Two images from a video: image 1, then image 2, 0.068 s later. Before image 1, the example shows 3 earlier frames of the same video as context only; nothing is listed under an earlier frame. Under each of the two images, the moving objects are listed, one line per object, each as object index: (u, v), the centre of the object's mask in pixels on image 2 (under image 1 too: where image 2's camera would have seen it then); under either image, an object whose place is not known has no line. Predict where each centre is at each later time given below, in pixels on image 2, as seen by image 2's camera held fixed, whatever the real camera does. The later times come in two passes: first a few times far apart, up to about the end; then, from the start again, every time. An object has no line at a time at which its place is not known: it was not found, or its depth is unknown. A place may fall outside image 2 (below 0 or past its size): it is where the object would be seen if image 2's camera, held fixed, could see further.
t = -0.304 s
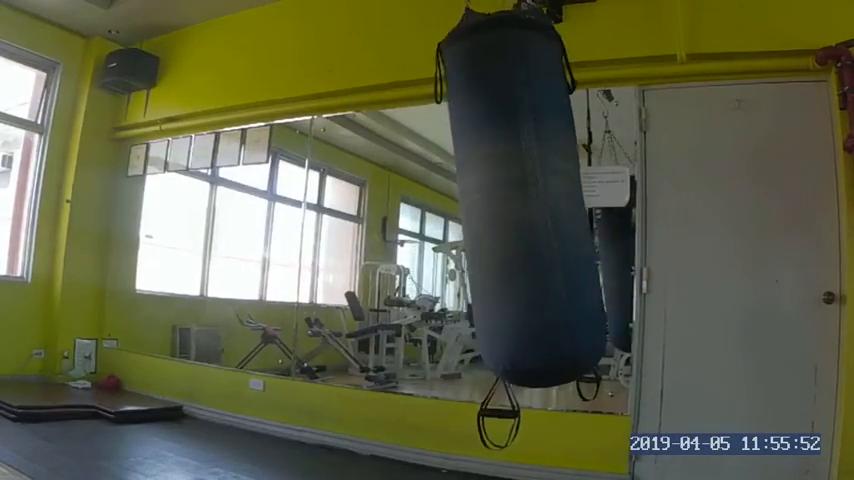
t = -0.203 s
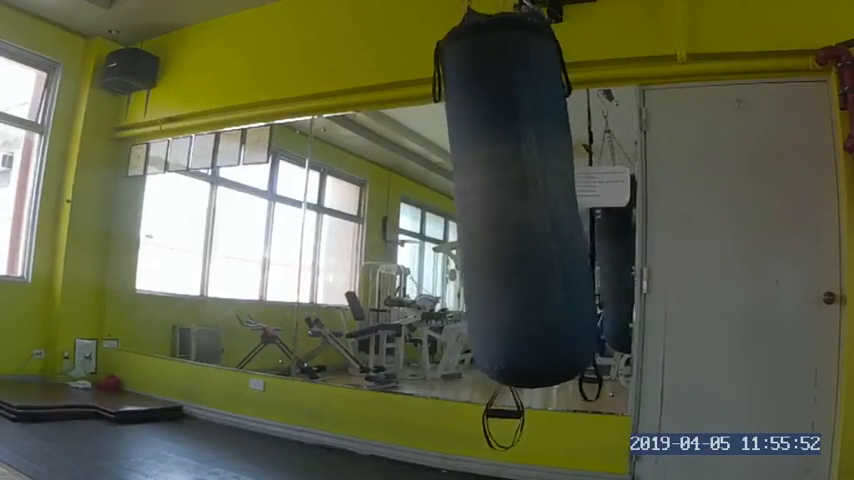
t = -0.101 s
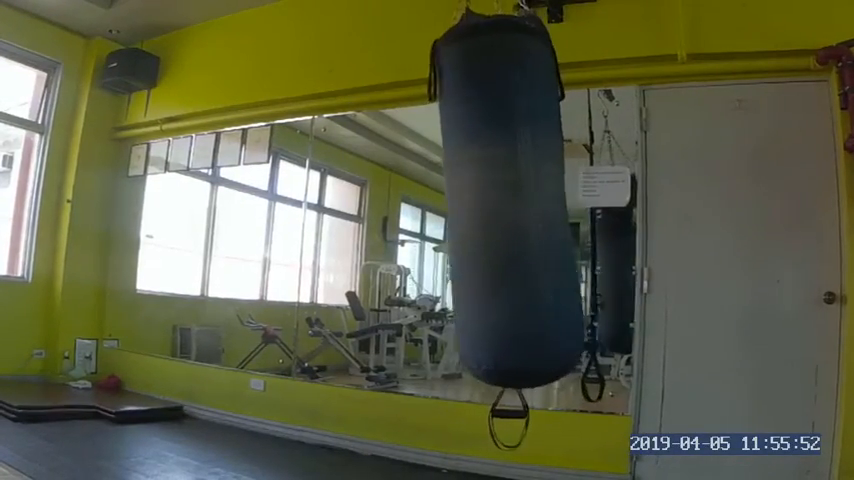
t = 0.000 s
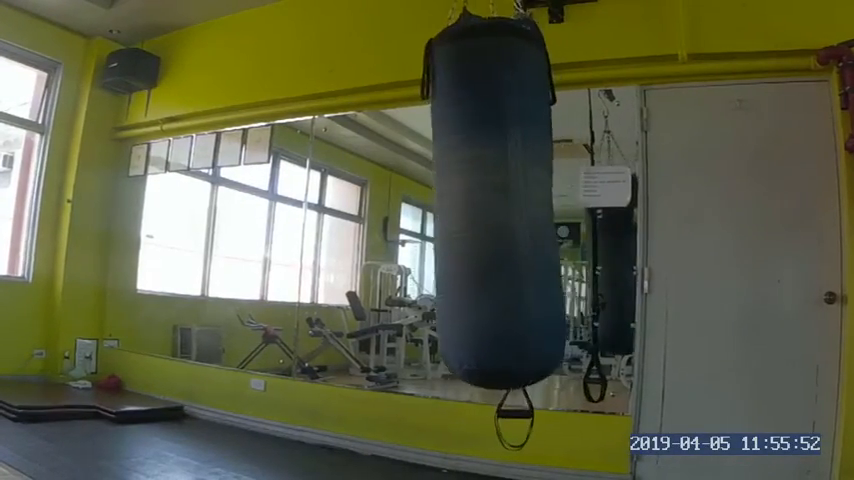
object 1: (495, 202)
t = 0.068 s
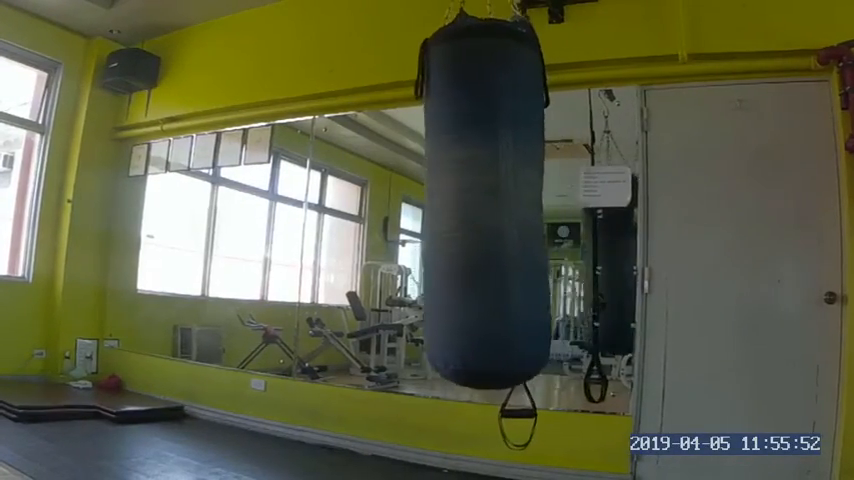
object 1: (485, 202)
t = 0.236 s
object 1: (458, 201)
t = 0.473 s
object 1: (422, 196)
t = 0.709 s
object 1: (401, 192)
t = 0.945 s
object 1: (403, 192)
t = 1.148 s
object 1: (424, 196)
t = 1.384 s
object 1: (461, 199)
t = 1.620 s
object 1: (498, 200)
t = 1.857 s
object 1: (518, 199)
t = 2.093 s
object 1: (514, 201)
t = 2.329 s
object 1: (489, 203)
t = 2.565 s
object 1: (455, 201)
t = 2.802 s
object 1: (422, 199)
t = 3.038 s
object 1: (404, 196)
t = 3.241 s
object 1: (406, 196)
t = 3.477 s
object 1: (428, 199)
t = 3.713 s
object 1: (461, 201)
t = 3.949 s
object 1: (496, 200)
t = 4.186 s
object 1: (513, 198)
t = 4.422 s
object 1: (508, 200)
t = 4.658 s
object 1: (483, 202)
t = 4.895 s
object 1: (454, 200)
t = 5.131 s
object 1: (424, 198)
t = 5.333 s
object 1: (411, 196)
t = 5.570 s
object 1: (414, 196)
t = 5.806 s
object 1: (435, 198)
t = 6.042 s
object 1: (468, 199)
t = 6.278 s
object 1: (497, 198)
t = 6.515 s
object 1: (509, 198)
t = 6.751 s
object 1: (501, 199)
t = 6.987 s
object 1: (476, 201)
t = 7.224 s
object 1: (449, 200)
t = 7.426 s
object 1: (426, 198)
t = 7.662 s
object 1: (414, 196)
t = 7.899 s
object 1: (419, 197)
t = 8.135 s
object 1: (442, 199)
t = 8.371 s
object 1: (473, 200)
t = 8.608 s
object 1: (499, 200)
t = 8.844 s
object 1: (507, 199)
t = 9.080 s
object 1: (495, 202)
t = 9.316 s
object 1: (470, 203)
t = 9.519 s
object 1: (449, 201)
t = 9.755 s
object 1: (425, 199)
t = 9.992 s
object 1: (418, 197)
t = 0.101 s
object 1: (479, 203)
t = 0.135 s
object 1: (474, 202)
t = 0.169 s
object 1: (469, 203)
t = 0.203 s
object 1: (464, 202)
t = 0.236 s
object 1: (458, 201)
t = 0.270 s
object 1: (452, 201)
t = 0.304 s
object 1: (446, 201)
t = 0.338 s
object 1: (441, 199)
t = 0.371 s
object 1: (436, 199)
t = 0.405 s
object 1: (431, 197)
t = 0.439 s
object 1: (427, 196)
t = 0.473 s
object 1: (422, 196)
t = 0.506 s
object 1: (418, 195)
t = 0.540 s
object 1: (414, 195)
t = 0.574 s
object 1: (410, 195)
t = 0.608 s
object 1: (407, 195)
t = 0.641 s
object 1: (405, 194)
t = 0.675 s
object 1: (403, 192)
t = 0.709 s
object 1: (401, 192)
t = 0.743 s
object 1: (400, 192)
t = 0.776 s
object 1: (399, 192)
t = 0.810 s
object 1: (399, 192)
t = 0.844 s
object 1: (399, 192)
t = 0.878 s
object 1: (400, 192)
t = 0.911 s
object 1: (401, 192)
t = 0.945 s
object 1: (403, 192)
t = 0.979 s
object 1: (405, 193)
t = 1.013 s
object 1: (408, 194)
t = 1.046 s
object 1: (411, 194)
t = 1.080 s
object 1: (415, 195)
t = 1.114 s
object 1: (419, 196)
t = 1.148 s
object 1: (424, 196)
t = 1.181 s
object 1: (429, 197)
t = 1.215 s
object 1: (434, 198)
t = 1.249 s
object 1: (439, 198)
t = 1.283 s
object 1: (445, 198)
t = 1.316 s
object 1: (451, 198)
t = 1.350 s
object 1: (455, 200)
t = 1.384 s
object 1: (461, 199)
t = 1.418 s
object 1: (466, 200)
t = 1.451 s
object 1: (472, 200)
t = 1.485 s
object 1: (478, 200)
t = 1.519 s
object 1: (484, 199)
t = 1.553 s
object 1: (488, 200)
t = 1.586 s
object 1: (492, 200)
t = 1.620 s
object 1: (498, 200)
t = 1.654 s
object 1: (503, 200)
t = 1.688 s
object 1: (505, 200)
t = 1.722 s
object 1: (509, 199)
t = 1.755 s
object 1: (512, 199)
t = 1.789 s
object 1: (514, 199)
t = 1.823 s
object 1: (517, 199)
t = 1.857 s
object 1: (518, 199)
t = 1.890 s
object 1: (519, 199)
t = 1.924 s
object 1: (519, 200)
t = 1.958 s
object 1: (519, 200)
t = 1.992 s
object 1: (519, 199)
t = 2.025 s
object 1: (518, 200)
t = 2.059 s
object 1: (516, 200)
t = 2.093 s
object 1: (514, 201)
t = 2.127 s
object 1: (512, 201)
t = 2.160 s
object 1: (510, 201)
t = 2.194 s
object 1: (506, 201)
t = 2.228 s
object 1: (503, 201)
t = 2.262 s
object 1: (498, 202)
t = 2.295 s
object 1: (493, 202)
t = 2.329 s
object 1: (489, 203)
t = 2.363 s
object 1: (484, 203)
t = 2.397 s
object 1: (479, 203)
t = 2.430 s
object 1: (474, 203)
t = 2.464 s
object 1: (469, 203)
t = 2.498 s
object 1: (464, 203)
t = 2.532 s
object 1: (460, 203)
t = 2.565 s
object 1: (455, 201)
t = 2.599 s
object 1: (449, 202)
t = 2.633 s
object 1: (444, 202)
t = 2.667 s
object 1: (439, 201)
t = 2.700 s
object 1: (435, 201)
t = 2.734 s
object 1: (431, 200)
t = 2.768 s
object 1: (426, 199)
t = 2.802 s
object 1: (422, 199)
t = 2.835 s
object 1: (419, 198)
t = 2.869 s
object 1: (415, 198)
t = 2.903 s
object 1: (412, 197)
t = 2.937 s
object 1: (410, 197)
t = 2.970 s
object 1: (408, 196)
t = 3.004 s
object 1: (406, 196)
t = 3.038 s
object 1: (404, 196)
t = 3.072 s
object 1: (404, 195)
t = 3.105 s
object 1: (404, 195)
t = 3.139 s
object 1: (404, 195)
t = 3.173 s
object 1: (404, 196)
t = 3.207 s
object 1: (405, 196)
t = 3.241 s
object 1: (406, 196)
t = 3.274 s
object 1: (408, 196)
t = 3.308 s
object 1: (410, 197)
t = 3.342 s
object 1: (413, 197)
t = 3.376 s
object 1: (416, 197)
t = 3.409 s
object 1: (420, 197)
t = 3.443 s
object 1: (424, 198)
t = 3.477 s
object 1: (428, 199)
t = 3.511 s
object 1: (432, 199)
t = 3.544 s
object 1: (436, 199)
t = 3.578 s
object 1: (441, 200)
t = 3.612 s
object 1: (446, 200)
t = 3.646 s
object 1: (452, 199)
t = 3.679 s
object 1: (457, 201)
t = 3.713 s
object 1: (461, 201)
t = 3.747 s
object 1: (467, 201)
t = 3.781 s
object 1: (473, 201)
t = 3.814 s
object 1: (478, 201)
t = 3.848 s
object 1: (482, 200)
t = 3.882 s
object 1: (486, 200)
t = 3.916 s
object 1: (491, 199)
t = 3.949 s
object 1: (496, 200)
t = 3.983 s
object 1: (500, 199)
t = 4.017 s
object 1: (503, 199)
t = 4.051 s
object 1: (505, 199)
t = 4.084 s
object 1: (507, 199)
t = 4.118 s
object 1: (510, 198)
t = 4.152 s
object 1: (512, 198)
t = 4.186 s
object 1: (513, 198)
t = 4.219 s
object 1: (513, 198)
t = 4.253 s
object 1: (513, 198)
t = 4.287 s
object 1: (513, 198)
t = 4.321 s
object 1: (513, 199)
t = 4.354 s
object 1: (511, 199)
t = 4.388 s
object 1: (510, 199)
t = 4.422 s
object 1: (508, 200)
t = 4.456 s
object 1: (506, 200)
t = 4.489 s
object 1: (503, 200)
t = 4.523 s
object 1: (499, 200)
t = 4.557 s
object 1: (495, 201)
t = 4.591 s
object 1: (492, 201)
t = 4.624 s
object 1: (488, 201)
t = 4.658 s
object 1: (483, 202)
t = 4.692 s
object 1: (480, 200)
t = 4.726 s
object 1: (475, 201)
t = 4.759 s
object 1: (471, 201)
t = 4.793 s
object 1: (465, 202)
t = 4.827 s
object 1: (461, 201)
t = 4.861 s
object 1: (458, 202)
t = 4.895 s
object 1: (454, 200)
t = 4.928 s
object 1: (447, 201)
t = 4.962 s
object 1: (443, 200)
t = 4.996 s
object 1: (439, 200)
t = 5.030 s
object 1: (435, 200)
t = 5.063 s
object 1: (431, 199)
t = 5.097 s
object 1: (428, 199)
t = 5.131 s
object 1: (424, 198)
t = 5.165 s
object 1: (421, 198)
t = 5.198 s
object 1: (418, 197)
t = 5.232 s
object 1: (416, 197)
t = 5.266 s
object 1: (414, 196)
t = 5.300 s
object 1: (413, 196)
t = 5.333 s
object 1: (411, 196)
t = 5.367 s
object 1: (410, 196)
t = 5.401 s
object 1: (411, 195)
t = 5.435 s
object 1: (411, 195)
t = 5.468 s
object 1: (411, 195)
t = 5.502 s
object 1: (412, 195)
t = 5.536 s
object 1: (413, 195)
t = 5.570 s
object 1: (414, 196)
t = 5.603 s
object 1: (416, 196)
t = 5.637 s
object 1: (418, 196)
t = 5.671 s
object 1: (421, 196)
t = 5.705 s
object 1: (425, 196)
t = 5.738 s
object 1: (428, 197)
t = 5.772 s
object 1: (431, 197)
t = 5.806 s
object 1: (435, 198)
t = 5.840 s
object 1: (439, 198)
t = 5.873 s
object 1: (444, 198)
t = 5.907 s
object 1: (449, 198)
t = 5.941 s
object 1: (454, 197)
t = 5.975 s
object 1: (459, 198)
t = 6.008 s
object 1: (463, 199)
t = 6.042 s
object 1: (468, 199)
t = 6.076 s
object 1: (473, 198)
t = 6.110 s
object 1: (478, 198)
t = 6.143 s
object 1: (481, 198)
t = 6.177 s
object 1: (486, 198)
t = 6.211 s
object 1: (490, 198)
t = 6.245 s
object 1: (493, 198)
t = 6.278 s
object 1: (497, 198)
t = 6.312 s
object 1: (500, 198)
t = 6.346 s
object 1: (503, 198)
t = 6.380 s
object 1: (505, 198)
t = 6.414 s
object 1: (506, 198)
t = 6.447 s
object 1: (507, 198)
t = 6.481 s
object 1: (508, 198)
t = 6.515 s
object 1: (509, 198)
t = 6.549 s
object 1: (509, 199)
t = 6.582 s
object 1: (509, 199)
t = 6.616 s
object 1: (508, 199)
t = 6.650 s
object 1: (507, 199)
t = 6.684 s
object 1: (506, 199)
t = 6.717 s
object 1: (504, 200)
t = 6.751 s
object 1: (501, 199)
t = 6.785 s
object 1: (499, 200)
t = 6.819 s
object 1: (496, 200)
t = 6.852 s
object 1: (492, 201)
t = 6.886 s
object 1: (488, 201)
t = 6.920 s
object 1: (484, 201)
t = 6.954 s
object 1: (480, 202)
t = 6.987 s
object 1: (476, 201)
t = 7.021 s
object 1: (472, 200)
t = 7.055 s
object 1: (468, 201)
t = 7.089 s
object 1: (463, 201)
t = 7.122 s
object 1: (460, 201)
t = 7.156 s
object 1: (456, 202)
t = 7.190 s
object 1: (452, 202)
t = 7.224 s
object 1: (449, 200)
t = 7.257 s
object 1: (442, 201)
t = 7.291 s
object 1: (440, 200)
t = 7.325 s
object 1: (435, 200)
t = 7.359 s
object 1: (432, 199)
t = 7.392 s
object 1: (428, 199)
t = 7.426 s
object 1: (426, 198)
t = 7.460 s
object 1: (423, 198)
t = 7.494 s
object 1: (421, 197)
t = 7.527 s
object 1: (419, 197)
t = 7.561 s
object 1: (417, 197)
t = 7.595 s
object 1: (415, 197)
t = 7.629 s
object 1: (414, 197)
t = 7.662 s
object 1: (414, 196)
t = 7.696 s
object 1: (413, 197)
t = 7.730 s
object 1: (413, 197)
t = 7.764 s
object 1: (414, 197)
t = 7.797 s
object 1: (414, 197)
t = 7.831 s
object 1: (416, 197)
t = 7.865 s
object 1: (417, 197)
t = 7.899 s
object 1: (419, 197)
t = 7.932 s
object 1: (422, 198)
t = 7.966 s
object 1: (424, 198)
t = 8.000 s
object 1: (427, 199)
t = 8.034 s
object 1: (431, 198)
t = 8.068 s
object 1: (434, 199)
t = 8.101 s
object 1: (437, 200)
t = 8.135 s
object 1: (442, 199)
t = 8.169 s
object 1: (446, 200)
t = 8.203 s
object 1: (450, 200)
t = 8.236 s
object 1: (455, 199)
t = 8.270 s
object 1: (460, 199)
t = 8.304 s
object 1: (464, 201)
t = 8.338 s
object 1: (468, 200)
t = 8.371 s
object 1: (473, 200)
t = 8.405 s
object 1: (477, 200)
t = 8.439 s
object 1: (482, 200)
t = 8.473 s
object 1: (485, 200)
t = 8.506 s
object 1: (489, 200)
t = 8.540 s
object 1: (493, 200)
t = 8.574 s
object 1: (496, 200)
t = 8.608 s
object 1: (499, 200)
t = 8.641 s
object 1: (502, 200)
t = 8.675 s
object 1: (504, 200)
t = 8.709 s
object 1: (506, 199)
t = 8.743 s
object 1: (506, 199)
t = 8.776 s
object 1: (507, 199)
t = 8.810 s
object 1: (507, 199)
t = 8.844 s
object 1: (507, 199)
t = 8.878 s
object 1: (506, 200)
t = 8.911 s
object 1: (505, 201)
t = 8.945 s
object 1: (504, 201)
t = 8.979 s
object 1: (503, 202)
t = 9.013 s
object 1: (502, 202)
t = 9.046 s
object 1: (499, 202)
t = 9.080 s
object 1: (495, 202)
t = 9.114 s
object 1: (491, 202)
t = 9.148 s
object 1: (488, 203)
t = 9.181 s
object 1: (484, 203)
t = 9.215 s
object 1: (481, 203)
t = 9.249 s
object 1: (477, 202)
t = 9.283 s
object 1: (475, 202)
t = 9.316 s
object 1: (470, 203)
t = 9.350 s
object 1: (467, 202)
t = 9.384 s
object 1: (462, 203)
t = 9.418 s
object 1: (458, 203)
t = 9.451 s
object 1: (454, 202)
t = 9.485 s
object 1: (452, 202)
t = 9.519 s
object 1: (449, 201)
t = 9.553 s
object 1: (443, 201)
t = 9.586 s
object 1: (440, 201)
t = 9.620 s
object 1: (436, 201)
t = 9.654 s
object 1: (434, 200)
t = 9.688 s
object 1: (430, 200)
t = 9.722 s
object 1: (427, 200)
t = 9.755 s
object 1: (425, 199)
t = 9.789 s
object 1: (423, 199)
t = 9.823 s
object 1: (421, 199)
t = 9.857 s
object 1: (420, 198)
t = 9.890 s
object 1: (419, 198)
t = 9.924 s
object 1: (418, 198)
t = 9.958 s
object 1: (418, 197)
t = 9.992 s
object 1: (418, 197)
